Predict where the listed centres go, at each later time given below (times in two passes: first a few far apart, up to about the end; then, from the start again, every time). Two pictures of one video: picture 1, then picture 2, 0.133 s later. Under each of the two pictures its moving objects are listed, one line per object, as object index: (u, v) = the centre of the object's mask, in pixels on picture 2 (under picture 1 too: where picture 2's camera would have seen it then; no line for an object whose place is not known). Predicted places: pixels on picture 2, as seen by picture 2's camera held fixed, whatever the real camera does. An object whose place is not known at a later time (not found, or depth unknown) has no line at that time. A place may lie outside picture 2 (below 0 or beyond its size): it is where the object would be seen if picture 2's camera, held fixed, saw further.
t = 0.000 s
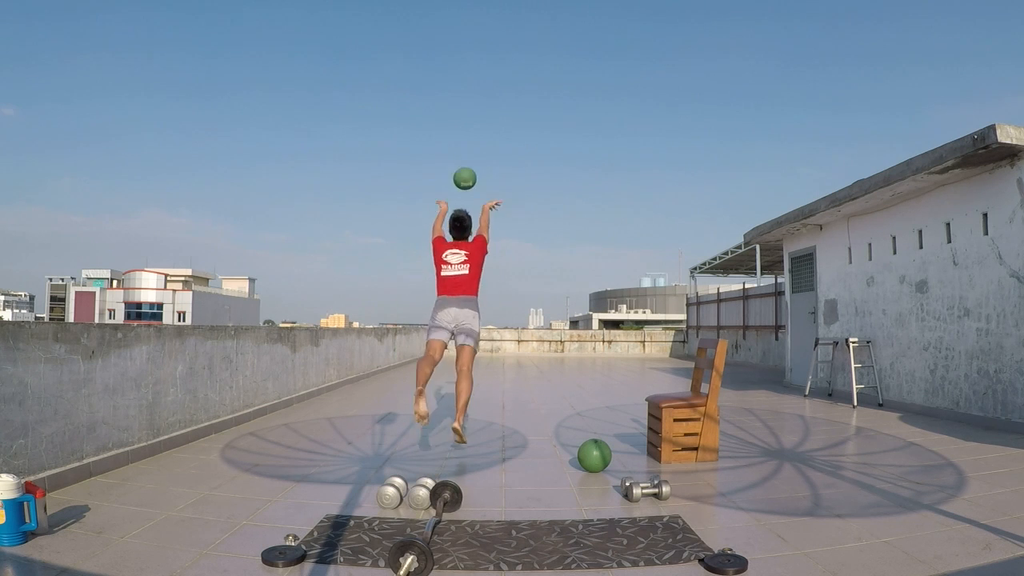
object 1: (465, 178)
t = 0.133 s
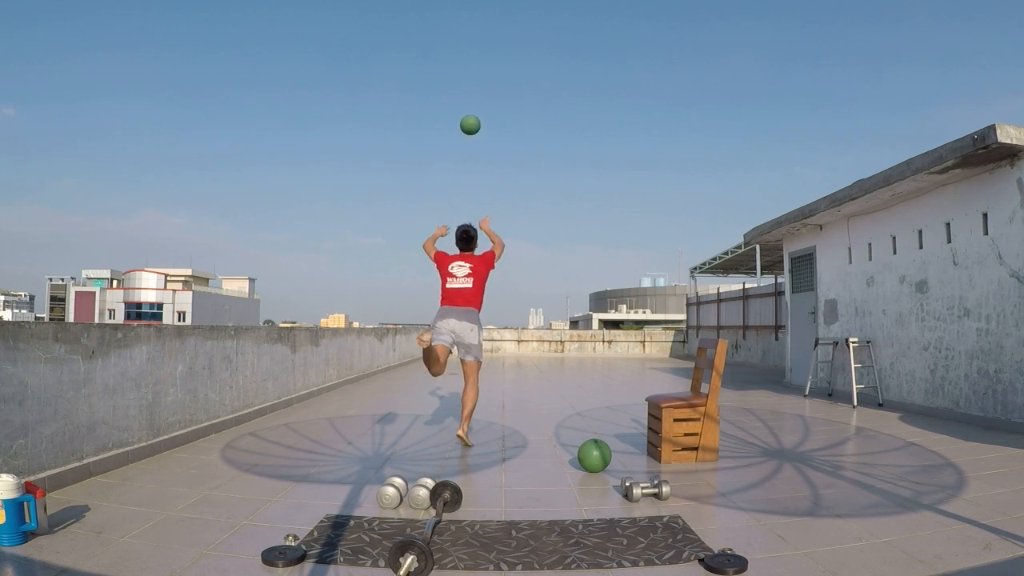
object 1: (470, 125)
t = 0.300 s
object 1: (475, 91)
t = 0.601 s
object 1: (481, 91)
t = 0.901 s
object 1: (483, 145)
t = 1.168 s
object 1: (484, 227)
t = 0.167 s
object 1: (471, 115)
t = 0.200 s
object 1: (472, 107)
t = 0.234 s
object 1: (473, 101)
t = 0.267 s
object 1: (474, 95)
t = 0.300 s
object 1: (475, 91)
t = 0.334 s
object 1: (476, 88)
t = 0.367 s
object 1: (476, 85)
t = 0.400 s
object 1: (477, 84)
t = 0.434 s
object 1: (478, 83)
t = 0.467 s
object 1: (478, 84)
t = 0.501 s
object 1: (479, 84)
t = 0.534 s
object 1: (480, 86)
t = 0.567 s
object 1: (480, 88)
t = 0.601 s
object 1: (481, 91)
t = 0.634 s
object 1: (481, 95)
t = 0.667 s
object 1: (481, 99)
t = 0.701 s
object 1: (482, 104)
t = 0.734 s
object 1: (482, 109)
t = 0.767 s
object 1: (482, 116)
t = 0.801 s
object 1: (482, 122)
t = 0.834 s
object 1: (483, 129)
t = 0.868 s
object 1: (483, 137)
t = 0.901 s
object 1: (483, 145)
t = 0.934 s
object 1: (483, 154)
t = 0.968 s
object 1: (483, 163)
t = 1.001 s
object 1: (484, 172)
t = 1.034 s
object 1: (484, 182)
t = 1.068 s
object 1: (484, 193)
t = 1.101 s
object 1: (484, 204)
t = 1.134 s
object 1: (484, 215)
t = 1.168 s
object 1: (484, 227)
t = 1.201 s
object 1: (485, 240)
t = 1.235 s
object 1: (485, 252)
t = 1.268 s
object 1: (485, 265)
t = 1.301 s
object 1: (485, 279)
